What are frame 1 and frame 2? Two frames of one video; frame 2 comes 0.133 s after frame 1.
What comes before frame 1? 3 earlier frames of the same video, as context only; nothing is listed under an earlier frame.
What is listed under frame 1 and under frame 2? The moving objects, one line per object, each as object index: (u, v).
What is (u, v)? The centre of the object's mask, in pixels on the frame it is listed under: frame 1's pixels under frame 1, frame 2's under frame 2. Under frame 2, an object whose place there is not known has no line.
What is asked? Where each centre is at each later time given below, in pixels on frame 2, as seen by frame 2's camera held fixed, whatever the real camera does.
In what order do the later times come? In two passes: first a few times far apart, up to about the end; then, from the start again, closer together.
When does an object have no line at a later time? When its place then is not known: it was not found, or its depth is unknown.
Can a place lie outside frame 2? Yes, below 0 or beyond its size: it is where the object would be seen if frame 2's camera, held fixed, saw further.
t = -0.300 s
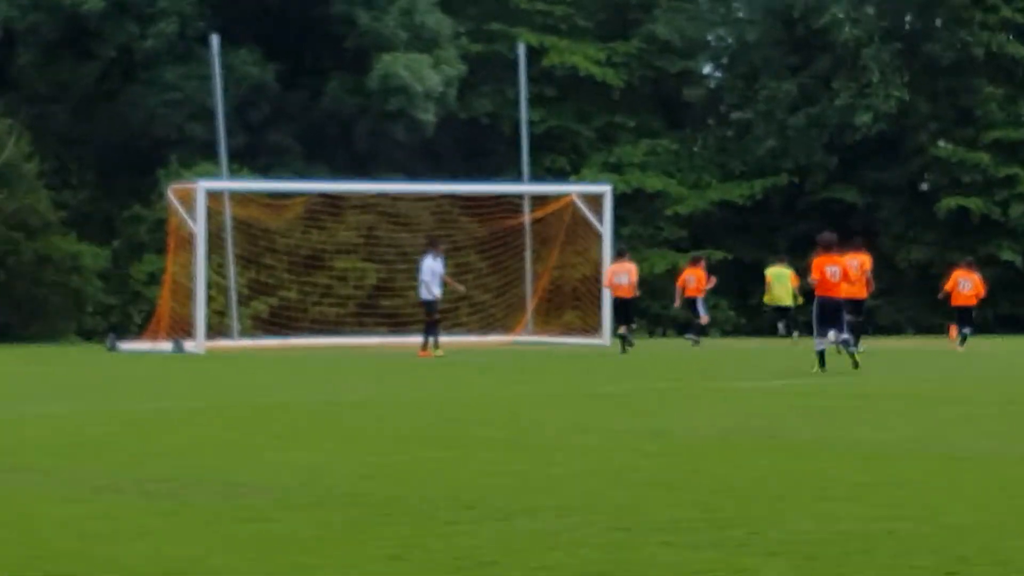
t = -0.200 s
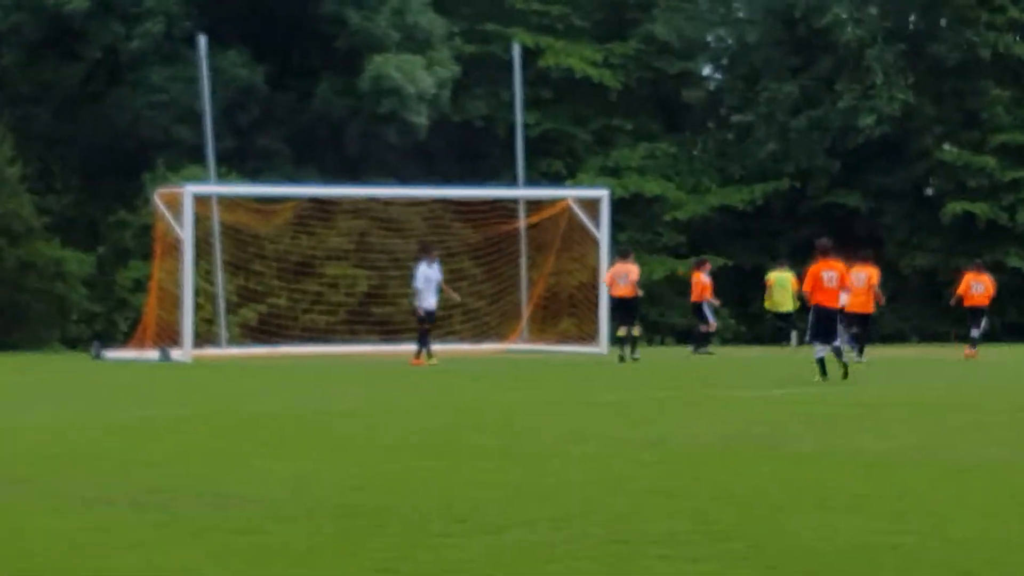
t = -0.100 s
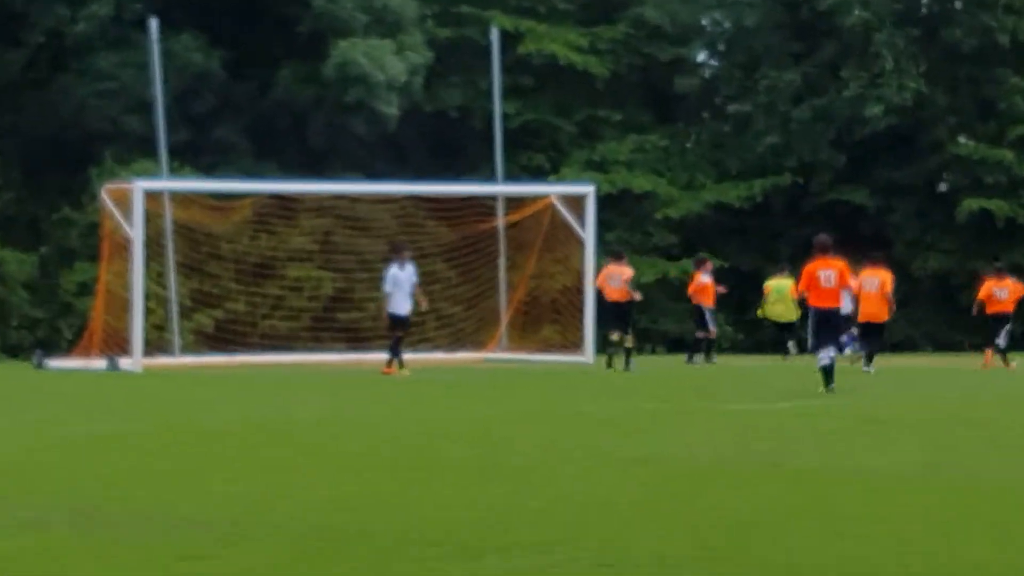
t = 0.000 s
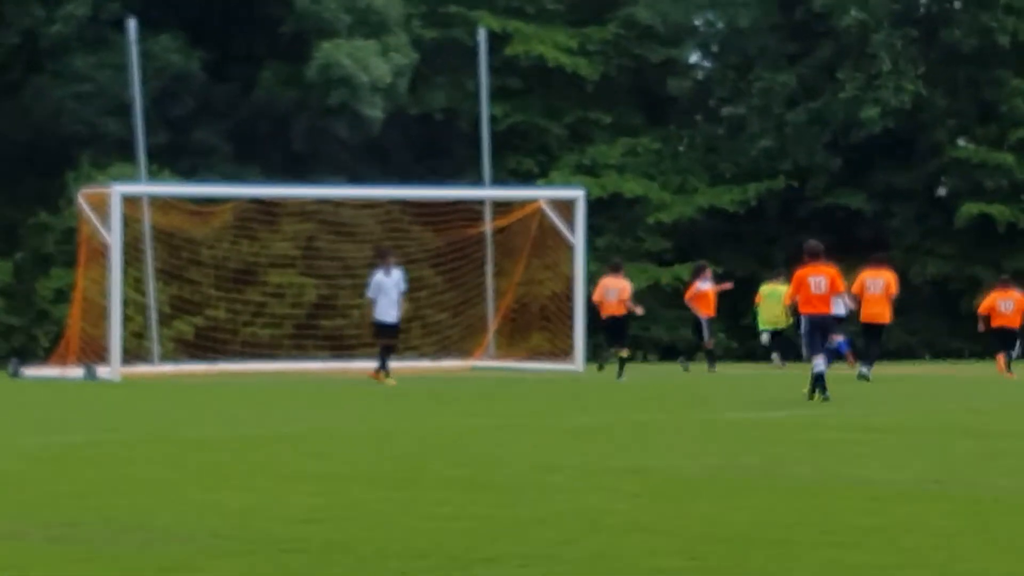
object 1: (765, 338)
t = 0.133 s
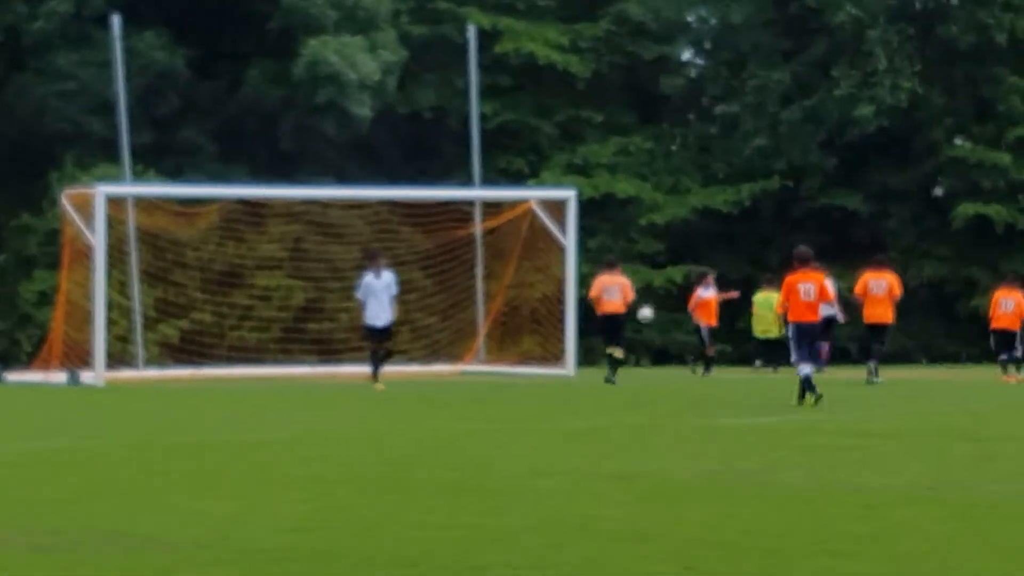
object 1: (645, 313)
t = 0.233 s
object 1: (561, 300)
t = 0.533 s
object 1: (331, 287)
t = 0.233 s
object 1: (561, 300)
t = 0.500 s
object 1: (354, 286)
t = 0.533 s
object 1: (331, 287)
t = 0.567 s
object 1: (312, 290)
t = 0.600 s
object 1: (304, 290)
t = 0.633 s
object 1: (300, 290)
